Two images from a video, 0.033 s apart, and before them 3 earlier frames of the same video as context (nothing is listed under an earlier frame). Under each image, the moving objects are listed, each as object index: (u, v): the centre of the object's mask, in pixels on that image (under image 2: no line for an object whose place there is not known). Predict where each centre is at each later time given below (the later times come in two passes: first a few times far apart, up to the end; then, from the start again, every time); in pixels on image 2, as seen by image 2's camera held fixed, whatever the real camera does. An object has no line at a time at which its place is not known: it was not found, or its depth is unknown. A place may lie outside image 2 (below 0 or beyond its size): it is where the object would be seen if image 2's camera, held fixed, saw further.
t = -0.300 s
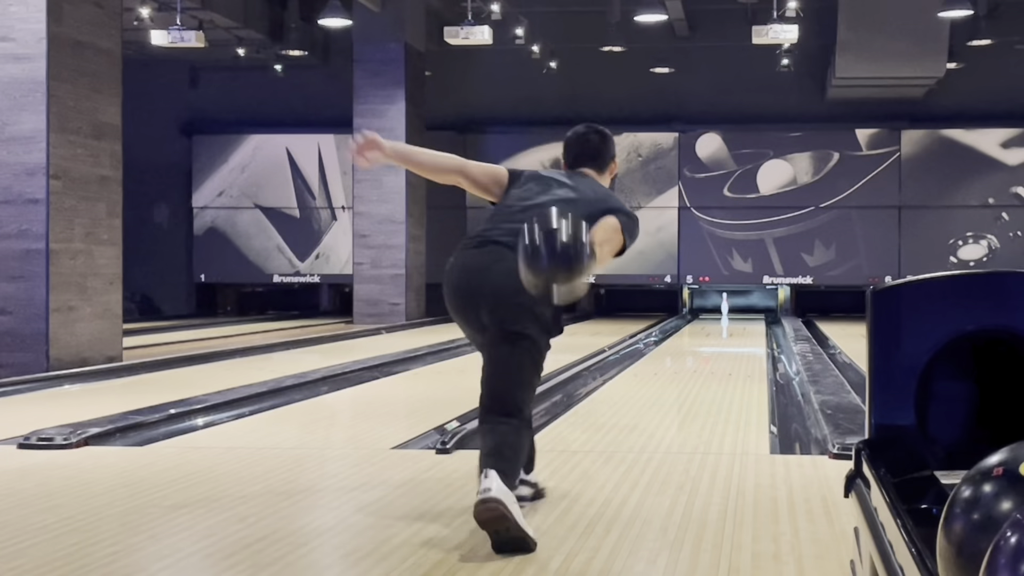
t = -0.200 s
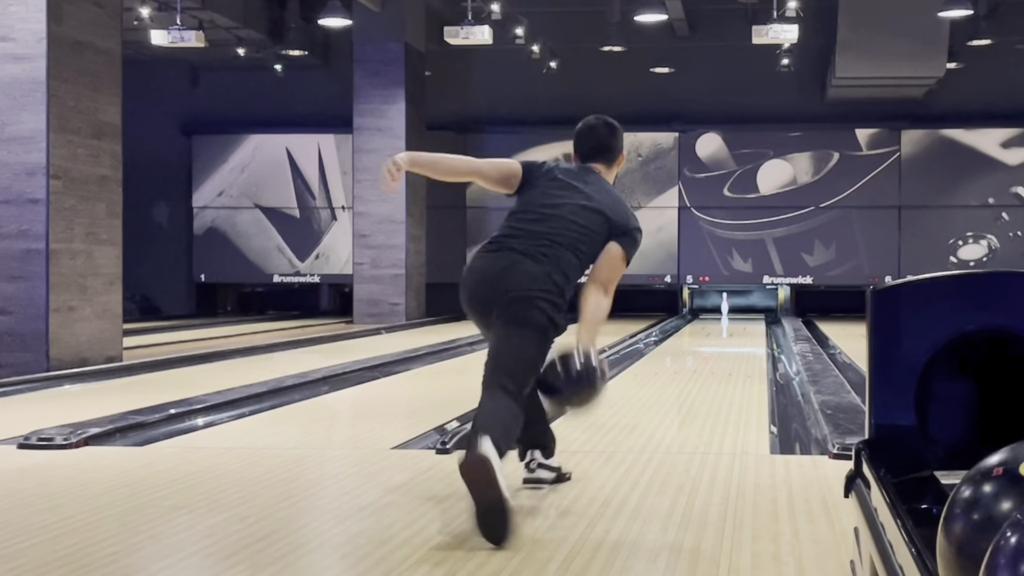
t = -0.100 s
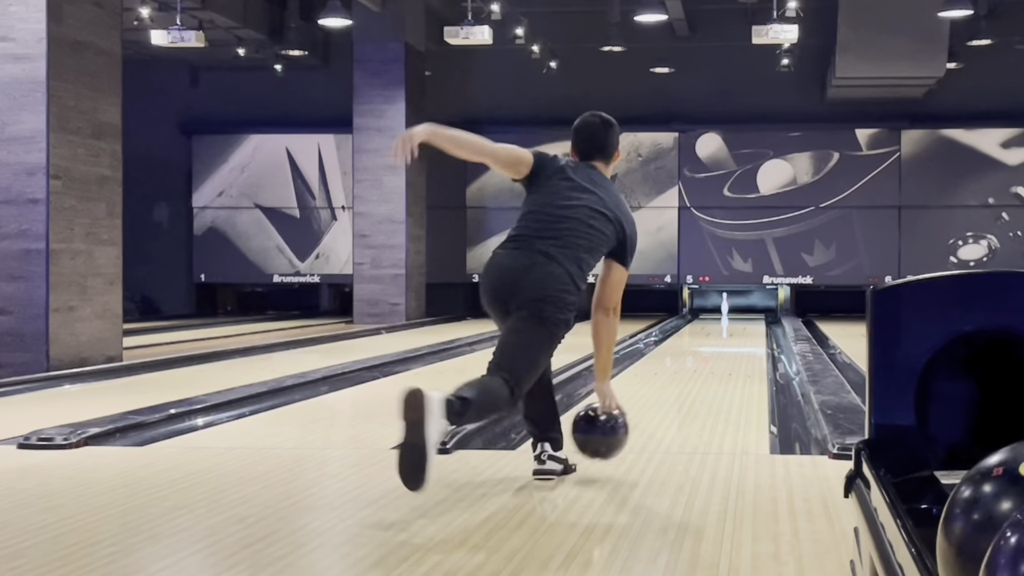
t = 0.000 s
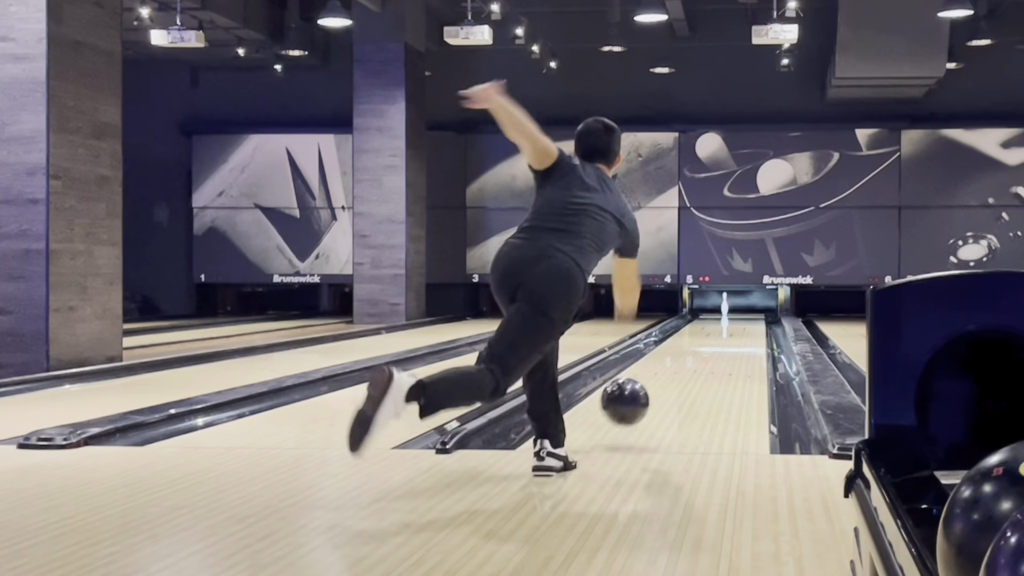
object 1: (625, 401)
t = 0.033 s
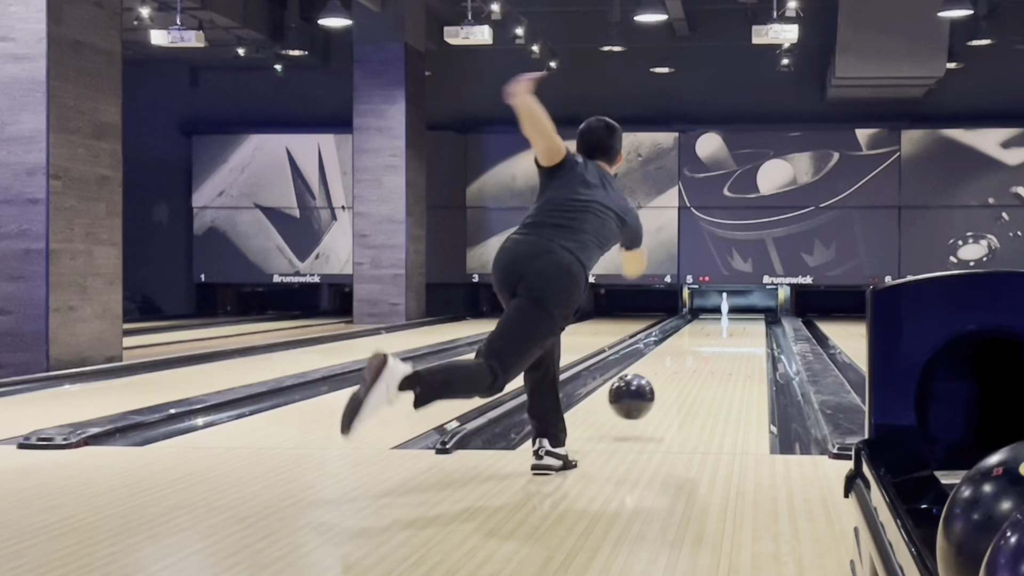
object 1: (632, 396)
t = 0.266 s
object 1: (664, 376)
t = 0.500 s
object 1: (683, 355)
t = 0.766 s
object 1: (697, 339)
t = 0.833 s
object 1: (700, 336)
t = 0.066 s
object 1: (637, 394)
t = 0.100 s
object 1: (643, 395)
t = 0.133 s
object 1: (648, 395)
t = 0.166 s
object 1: (653, 389)
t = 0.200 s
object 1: (657, 385)
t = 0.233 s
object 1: (661, 381)
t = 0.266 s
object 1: (664, 376)
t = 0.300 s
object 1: (667, 373)
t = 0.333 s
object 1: (671, 369)
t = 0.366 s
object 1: (673, 366)
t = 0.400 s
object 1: (676, 363)
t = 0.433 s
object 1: (679, 360)
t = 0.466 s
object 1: (681, 358)
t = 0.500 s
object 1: (683, 355)
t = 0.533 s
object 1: (685, 353)
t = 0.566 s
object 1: (687, 351)
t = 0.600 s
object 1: (689, 349)
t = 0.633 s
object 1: (693, 351)
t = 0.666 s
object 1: (692, 345)
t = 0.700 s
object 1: (694, 343)
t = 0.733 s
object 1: (695, 341)
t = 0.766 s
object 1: (697, 339)
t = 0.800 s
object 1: (698, 338)
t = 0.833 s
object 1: (700, 336)
